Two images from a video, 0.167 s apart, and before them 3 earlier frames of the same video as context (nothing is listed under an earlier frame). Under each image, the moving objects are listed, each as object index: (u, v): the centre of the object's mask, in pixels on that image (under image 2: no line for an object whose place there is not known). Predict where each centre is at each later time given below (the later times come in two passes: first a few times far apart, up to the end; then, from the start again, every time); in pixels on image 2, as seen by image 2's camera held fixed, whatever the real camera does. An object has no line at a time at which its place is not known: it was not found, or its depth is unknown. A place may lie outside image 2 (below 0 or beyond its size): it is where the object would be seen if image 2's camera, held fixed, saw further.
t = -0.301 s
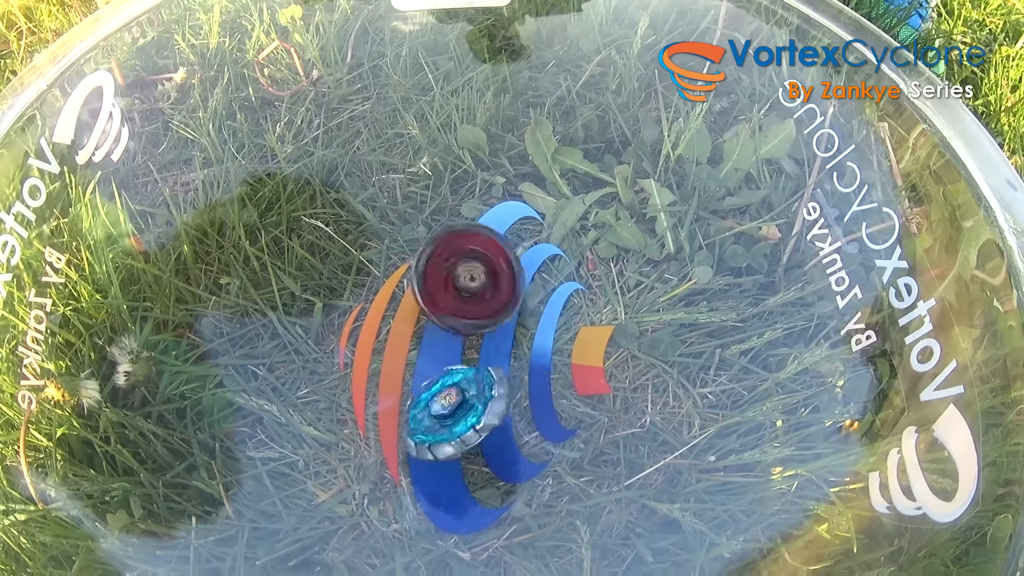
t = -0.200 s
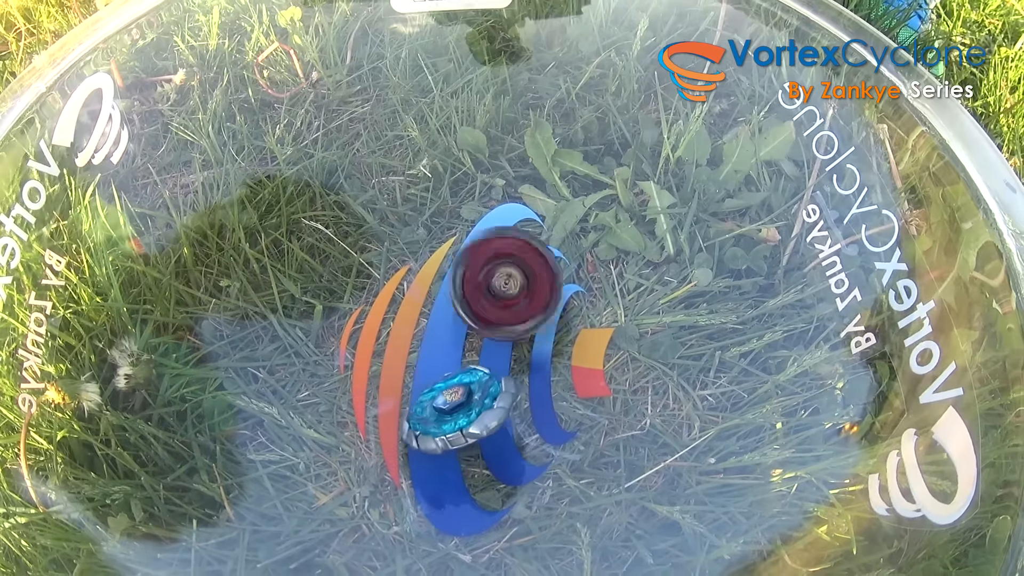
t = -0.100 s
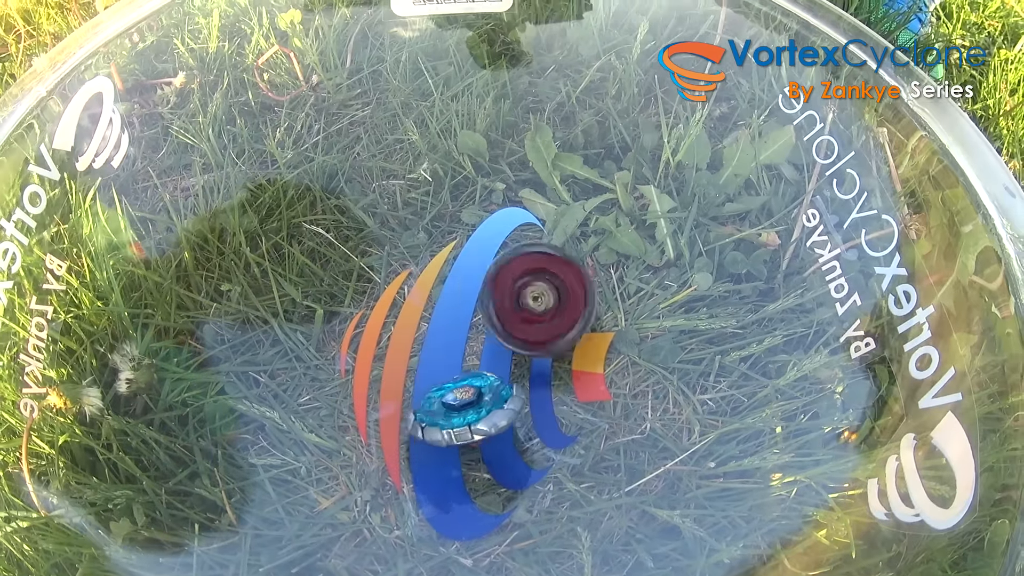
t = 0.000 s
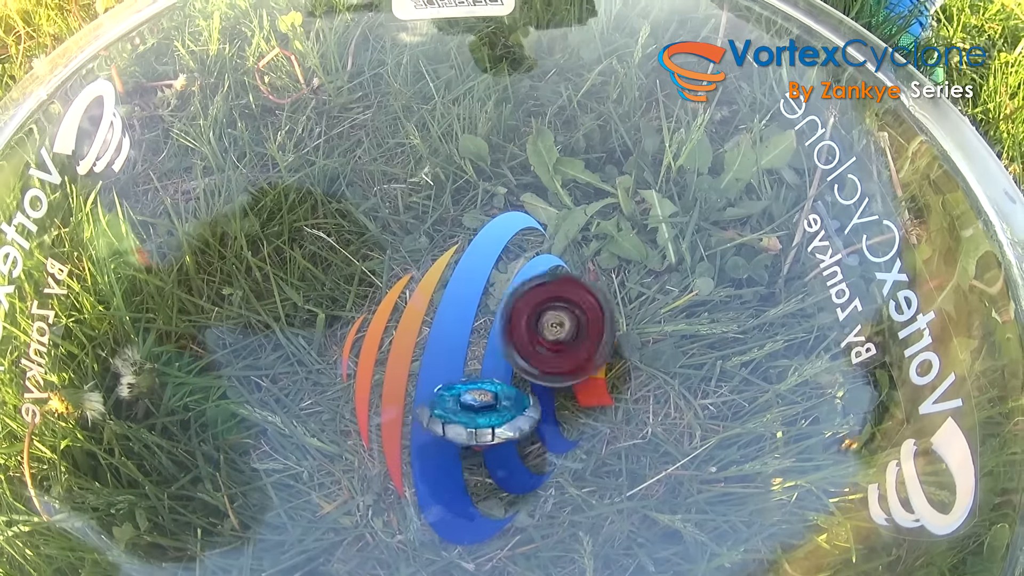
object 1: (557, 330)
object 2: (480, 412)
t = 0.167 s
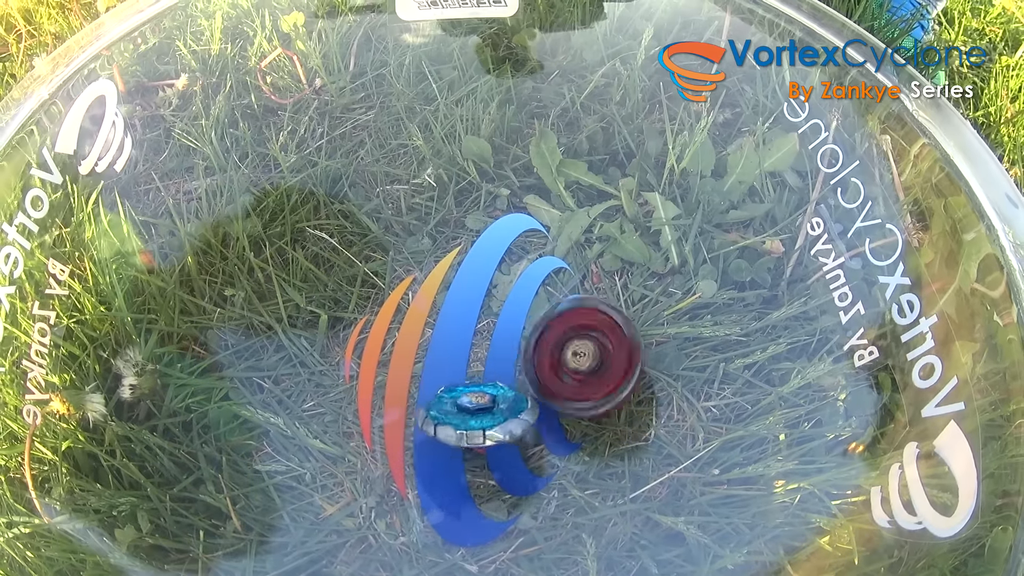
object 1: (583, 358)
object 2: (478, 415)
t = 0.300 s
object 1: (574, 368)
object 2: (461, 420)
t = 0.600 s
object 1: (520, 418)
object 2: (412, 398)
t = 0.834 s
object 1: (409, 426)
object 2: (424, 351)
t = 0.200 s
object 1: (585, 361)
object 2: (470, 416)
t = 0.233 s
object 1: (585, 363)
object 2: (467, 417)
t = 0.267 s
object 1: (579, 366)
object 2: (464, 419)
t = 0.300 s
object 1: (574, 368)
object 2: (461, 420)
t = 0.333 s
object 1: (564, 372)
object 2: (458, 423)
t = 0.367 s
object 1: (559, 378)
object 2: (448, 422)
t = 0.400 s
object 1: (552, 387)
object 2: (444, 421)
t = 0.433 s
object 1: (555, 395)
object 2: (428, 416)
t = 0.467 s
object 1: (559, 401)
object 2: (415, 412)
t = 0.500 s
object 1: (554, 405)
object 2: (412, 407)
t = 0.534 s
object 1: (545, 410)
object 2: (413, 404)
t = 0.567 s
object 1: (531, 415)
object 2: (413, 402)
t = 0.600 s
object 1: (520, 418)
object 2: (412, 398)
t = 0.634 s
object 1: (504, 422)
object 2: (408, 389)
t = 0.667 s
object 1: (493, 431)
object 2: (402, 374)
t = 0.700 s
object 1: (480, 436)
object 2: (399, 362)
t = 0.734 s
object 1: (464, 438)
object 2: (401, 357)
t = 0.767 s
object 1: (448, 435)
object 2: (405, 355)
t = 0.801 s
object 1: (428, 431)
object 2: (414, 354)
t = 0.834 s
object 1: (409, 426)
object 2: (424, 351)
